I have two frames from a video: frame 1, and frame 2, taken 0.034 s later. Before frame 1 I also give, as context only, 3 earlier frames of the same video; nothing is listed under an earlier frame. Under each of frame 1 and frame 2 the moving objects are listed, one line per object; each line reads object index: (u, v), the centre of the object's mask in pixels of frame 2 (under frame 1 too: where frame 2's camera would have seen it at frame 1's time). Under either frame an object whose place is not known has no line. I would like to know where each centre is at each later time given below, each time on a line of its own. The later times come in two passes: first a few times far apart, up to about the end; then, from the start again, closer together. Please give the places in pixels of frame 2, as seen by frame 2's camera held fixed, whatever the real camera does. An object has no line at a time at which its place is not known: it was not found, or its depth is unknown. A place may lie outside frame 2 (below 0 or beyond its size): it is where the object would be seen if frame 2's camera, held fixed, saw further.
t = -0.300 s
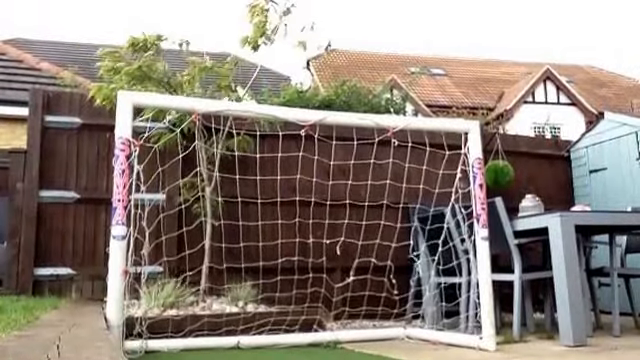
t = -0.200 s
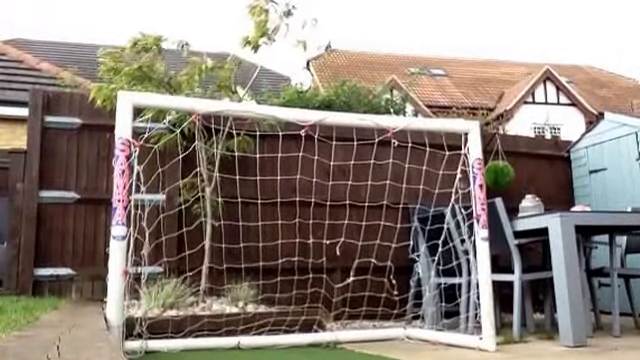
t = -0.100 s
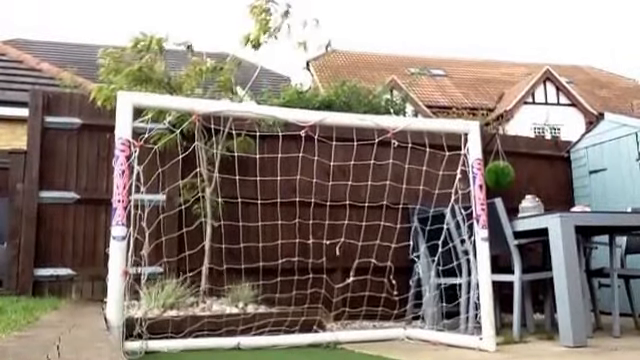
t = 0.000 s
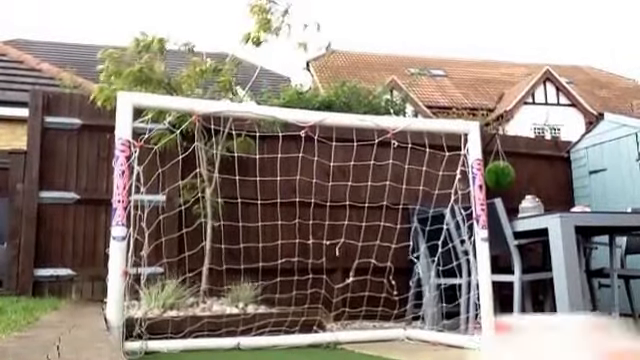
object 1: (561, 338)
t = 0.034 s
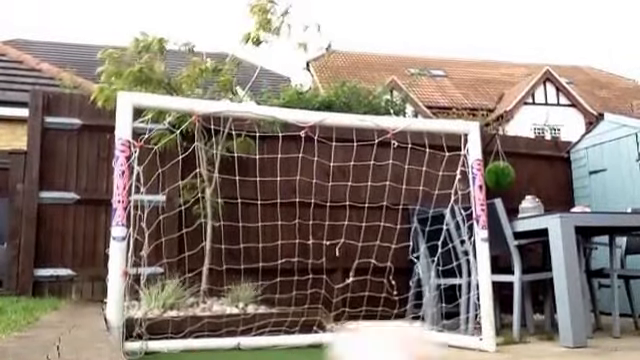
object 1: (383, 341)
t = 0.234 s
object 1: (143, 309)
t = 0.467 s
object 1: (229, 271)
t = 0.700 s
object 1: (336, 325)
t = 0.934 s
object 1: (367, 267)
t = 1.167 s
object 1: (389, 281)
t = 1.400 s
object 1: (417, 305)
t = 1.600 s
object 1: (440, 283)
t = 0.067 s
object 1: (282, 345)
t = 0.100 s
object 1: (212, 350)
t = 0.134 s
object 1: (165, 341)
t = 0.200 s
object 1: (143, 317)
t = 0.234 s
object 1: (143, 309)
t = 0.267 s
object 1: (144, 305)
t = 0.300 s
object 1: (151, 291)
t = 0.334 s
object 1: (165, 283)
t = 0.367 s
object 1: (182, 276)
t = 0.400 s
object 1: (199, 272)
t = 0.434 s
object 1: (213, 271)
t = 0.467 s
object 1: (229, 271)
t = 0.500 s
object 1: (245, 272)
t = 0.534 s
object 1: (261, 276)
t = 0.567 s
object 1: (276, 284)
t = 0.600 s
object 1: (291, 291)
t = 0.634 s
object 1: (306, 301)
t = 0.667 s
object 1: (322, 312)
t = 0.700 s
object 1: (336, 325)
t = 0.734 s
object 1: (347, 329)
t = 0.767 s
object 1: (351, 313)
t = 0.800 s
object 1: (354, 300)
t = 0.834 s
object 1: (357, 290)
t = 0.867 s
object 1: (360, 280)
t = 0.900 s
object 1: (364, 272)
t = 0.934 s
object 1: (367, 267)
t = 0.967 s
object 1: (370, 263)
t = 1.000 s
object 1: (373, 262)
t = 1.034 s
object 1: (376, 262)
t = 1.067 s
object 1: (379, 264)
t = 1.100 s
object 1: (382, 267)
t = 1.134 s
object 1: (386, 273)
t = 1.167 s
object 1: (389, 281)
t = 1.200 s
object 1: (394, 291)
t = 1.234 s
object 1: (398, 302)
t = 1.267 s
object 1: (401, 315)
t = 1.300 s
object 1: (405, 333)
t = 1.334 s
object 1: (409, 329)
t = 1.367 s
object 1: (413, 315)
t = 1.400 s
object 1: (417, 305)
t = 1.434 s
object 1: (421, 297)
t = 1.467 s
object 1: (424, 290)
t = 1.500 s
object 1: (428, 285)
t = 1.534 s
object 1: (431, 282)
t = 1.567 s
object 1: (436, 281)
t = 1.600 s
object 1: (440, 283)
